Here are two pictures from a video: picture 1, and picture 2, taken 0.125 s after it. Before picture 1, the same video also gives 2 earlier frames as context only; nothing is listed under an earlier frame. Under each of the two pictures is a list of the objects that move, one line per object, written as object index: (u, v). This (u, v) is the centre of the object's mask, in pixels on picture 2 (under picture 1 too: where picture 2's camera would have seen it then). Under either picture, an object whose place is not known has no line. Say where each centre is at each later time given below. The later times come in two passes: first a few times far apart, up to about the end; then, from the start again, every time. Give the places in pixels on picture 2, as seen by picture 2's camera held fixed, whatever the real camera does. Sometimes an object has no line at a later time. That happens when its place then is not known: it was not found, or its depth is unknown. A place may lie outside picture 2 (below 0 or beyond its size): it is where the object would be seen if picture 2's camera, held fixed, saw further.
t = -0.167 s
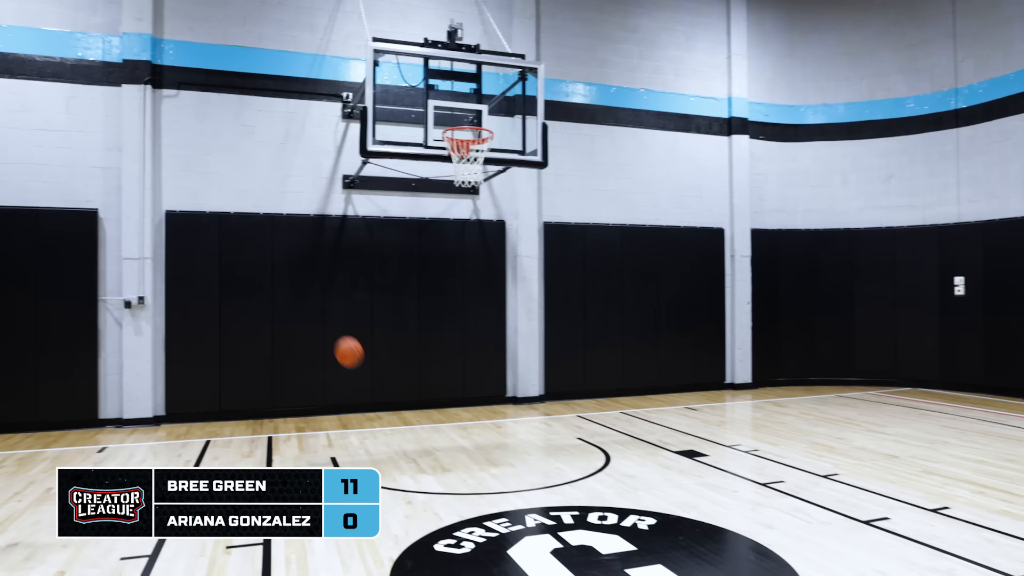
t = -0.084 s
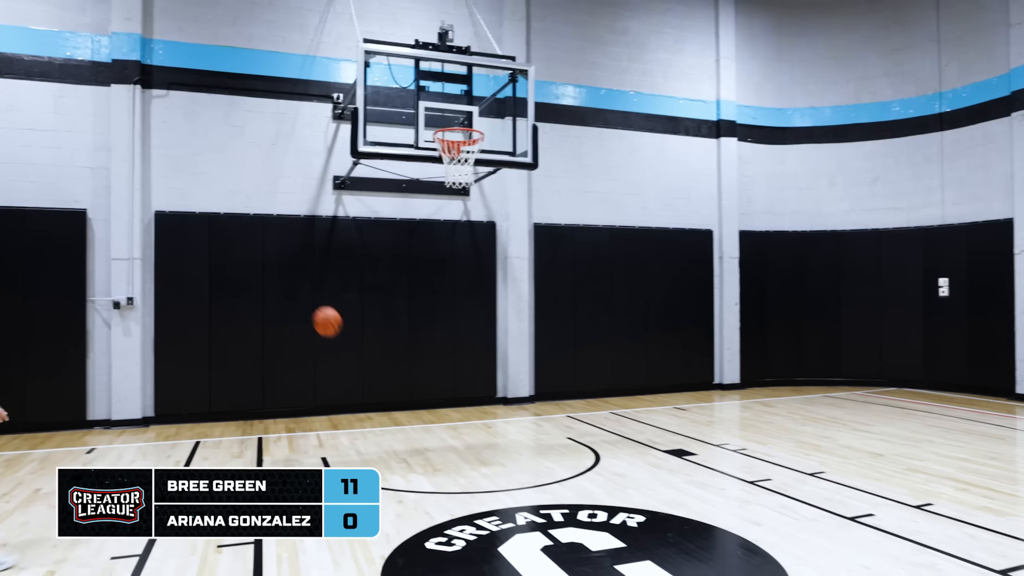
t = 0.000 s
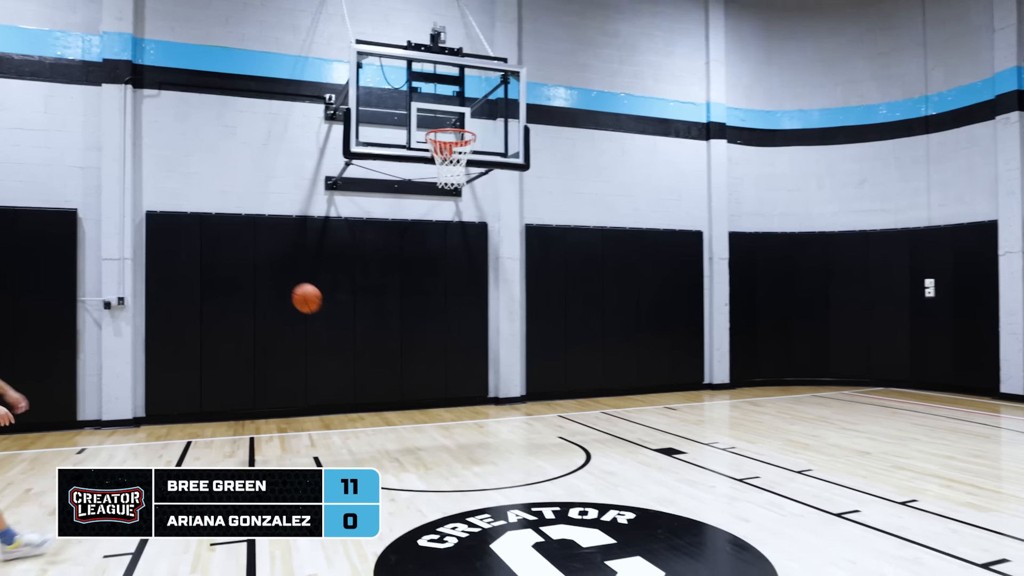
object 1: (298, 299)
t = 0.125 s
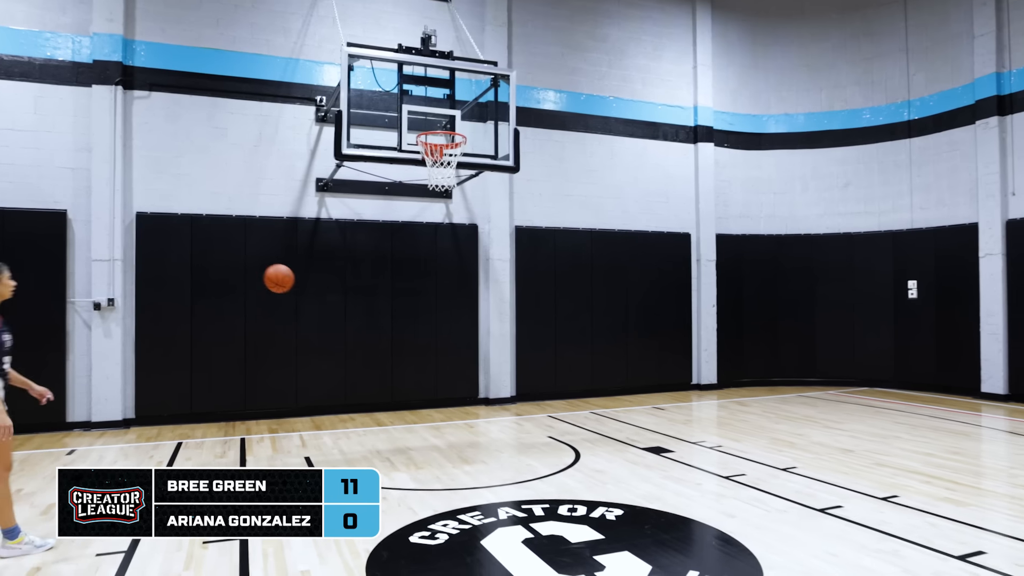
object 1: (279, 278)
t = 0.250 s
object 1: (259, 276)
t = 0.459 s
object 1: (222, 315)
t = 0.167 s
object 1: (272, 275)
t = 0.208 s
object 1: (266, 274)
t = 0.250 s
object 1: (259, 276)
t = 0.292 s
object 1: (252, 279)
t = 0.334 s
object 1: (245, 284)
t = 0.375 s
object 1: (237, 292)
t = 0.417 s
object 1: (230, 302)
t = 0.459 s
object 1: (222, 315)
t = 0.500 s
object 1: (214, 330)
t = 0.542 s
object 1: (207, 348)
